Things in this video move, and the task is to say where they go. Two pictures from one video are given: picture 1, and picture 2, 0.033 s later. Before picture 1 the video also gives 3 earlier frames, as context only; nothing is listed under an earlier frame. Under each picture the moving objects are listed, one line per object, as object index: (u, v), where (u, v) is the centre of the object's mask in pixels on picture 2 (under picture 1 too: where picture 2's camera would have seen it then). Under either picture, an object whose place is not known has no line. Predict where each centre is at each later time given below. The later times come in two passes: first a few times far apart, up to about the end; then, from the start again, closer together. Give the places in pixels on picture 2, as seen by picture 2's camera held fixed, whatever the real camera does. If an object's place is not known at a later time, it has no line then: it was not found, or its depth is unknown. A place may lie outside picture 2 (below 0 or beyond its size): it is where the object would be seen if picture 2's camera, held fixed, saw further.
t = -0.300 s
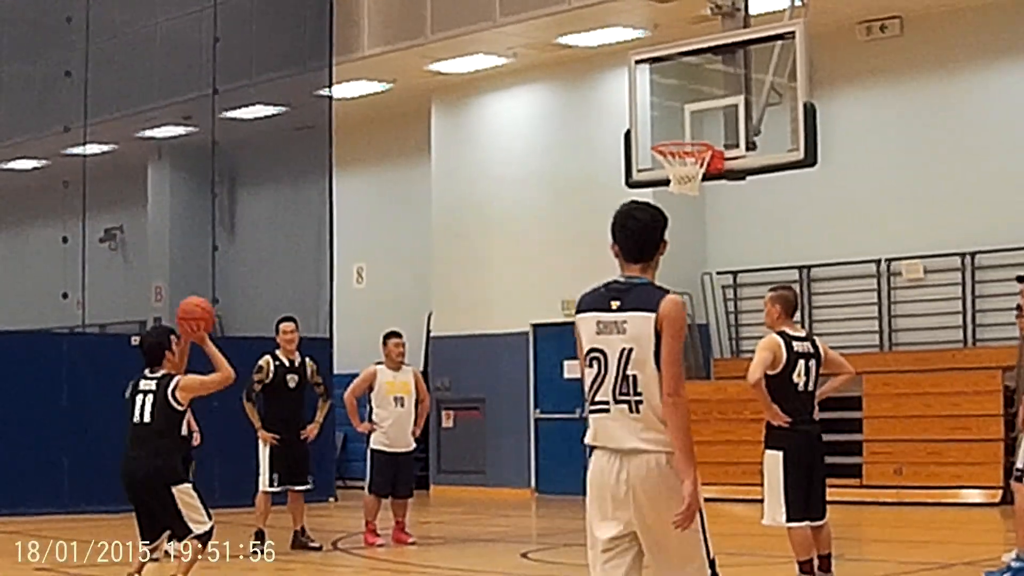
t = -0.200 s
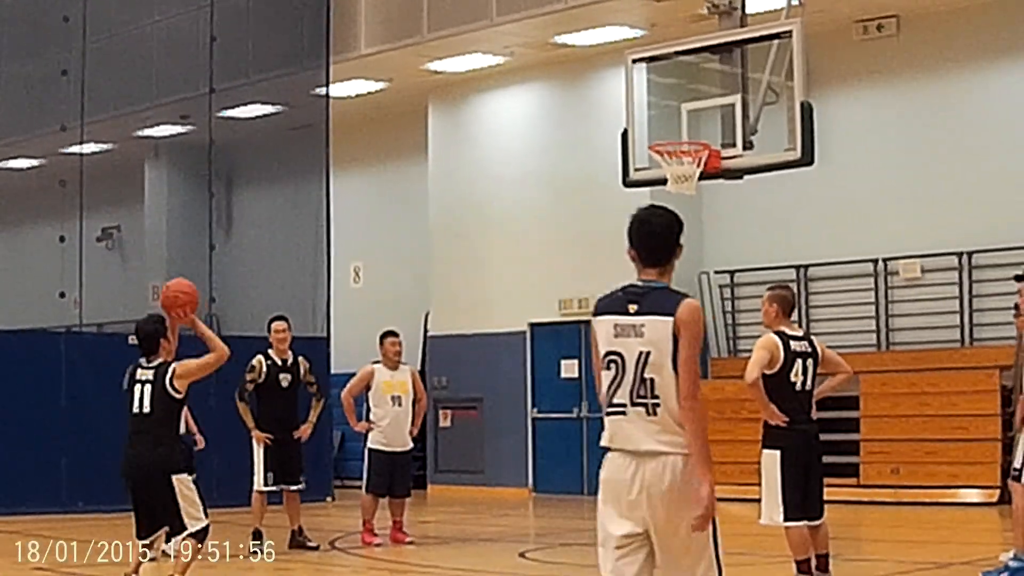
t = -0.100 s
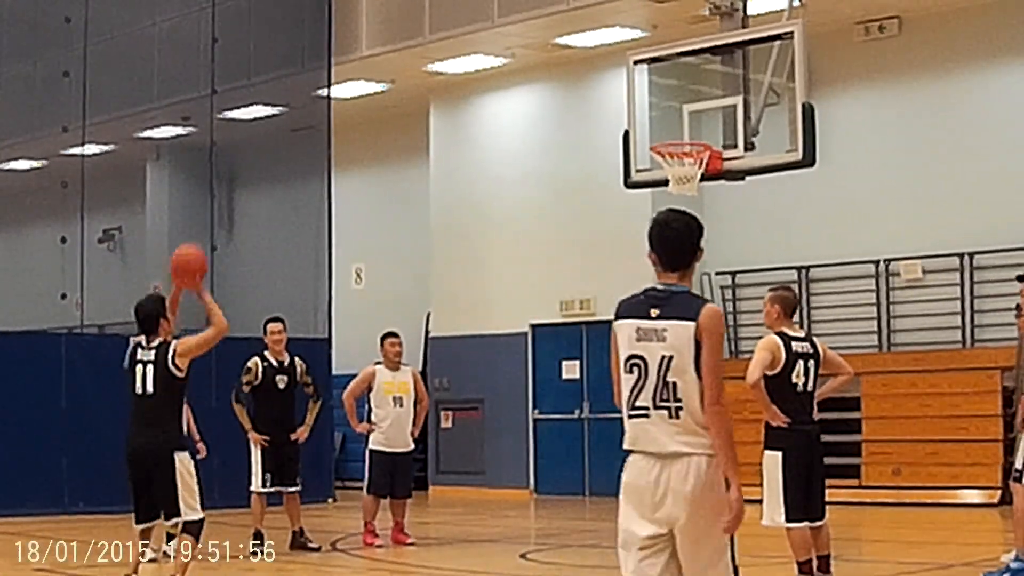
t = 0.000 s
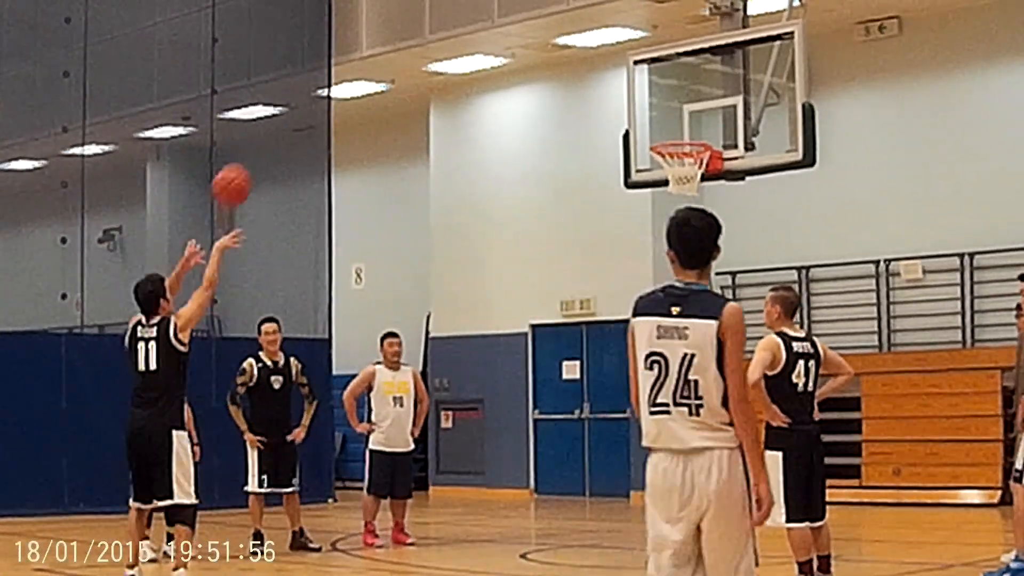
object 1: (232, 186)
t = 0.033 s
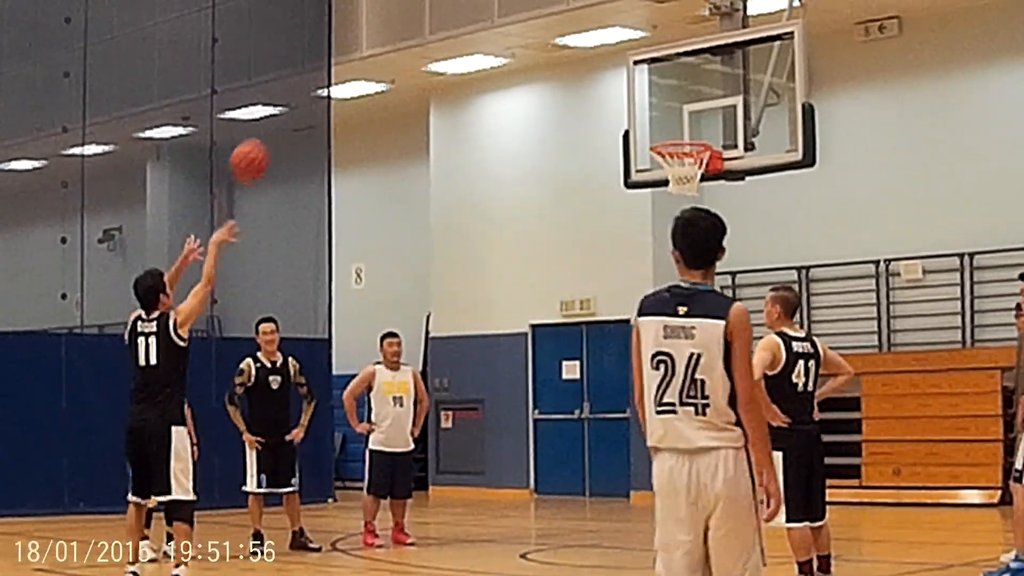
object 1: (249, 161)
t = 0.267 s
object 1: (368, 42)
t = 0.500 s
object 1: (474, 12)
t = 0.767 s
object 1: (578, 66)
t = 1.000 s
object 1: (614, 149)
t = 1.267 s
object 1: (513, 222)
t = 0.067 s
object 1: (267, 138)
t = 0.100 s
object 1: (286, 116)
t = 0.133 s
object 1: (302, 98)
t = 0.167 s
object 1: (319, 81)
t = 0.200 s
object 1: (336, 66)
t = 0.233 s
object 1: (352, 53)
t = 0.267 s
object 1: (368, 42)
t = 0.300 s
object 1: (385, 32)
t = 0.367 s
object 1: (415, 19)
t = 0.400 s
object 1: (430, 15)
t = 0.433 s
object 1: (445, 13)
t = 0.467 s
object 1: (459, 12)
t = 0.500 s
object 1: (474, 12)
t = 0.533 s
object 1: (488, 13)
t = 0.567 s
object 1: (501, 16)
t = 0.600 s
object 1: (515, 21)
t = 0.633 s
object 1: (528, 28)
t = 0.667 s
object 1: (541, 36)
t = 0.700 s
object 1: (553, 45)
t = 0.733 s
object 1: (566, 56)
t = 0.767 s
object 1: (578, 66)
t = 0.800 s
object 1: (590, 78)
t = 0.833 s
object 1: (603, 93)
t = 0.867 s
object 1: (615, 109)
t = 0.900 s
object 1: (627, 126)
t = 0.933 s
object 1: (638, 142)
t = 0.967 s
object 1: (627, 145)
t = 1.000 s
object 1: (614, 149)
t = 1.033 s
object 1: (601, 154)
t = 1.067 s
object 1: (589, 159)
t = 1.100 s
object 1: (577, 166)
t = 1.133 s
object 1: (563, 174)
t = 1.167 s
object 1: (551, 184)
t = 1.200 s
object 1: (538, 195)
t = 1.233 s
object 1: (525, 208)
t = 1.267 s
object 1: (513, 222)
